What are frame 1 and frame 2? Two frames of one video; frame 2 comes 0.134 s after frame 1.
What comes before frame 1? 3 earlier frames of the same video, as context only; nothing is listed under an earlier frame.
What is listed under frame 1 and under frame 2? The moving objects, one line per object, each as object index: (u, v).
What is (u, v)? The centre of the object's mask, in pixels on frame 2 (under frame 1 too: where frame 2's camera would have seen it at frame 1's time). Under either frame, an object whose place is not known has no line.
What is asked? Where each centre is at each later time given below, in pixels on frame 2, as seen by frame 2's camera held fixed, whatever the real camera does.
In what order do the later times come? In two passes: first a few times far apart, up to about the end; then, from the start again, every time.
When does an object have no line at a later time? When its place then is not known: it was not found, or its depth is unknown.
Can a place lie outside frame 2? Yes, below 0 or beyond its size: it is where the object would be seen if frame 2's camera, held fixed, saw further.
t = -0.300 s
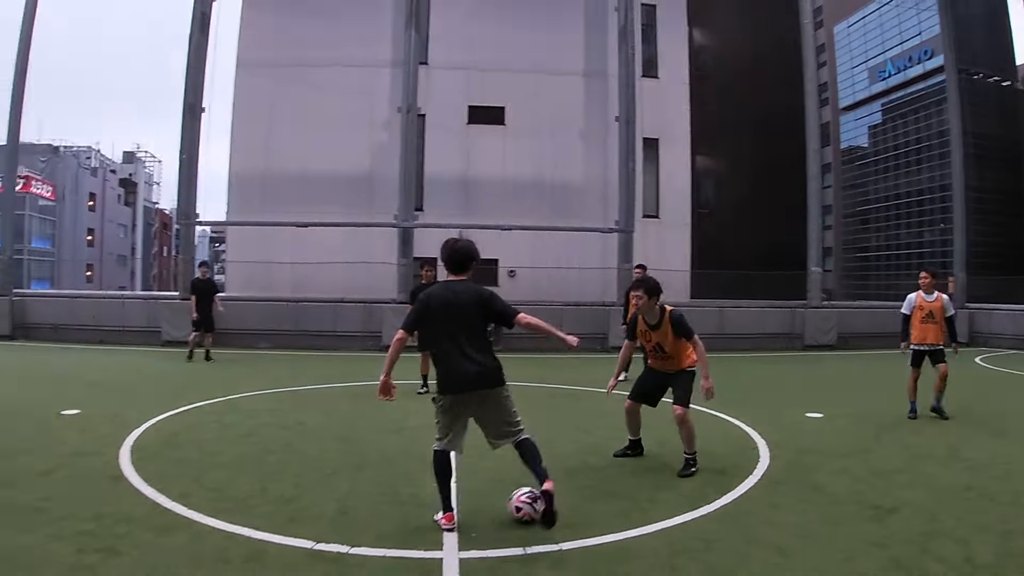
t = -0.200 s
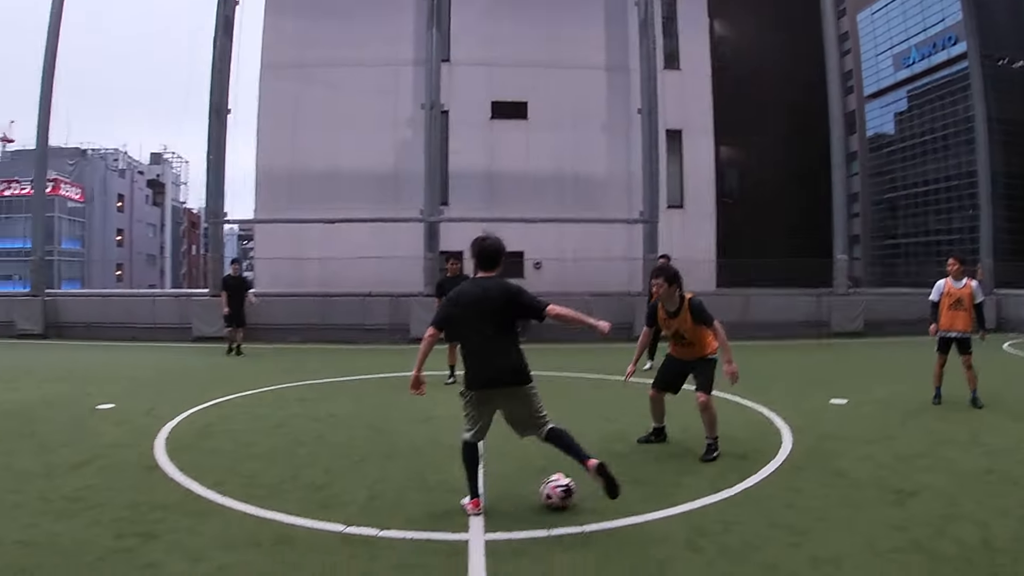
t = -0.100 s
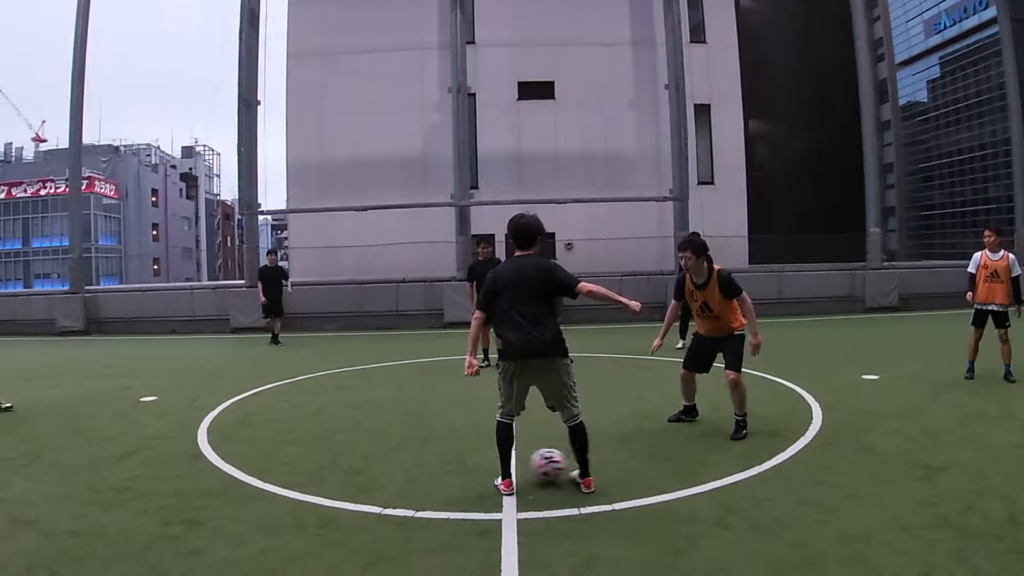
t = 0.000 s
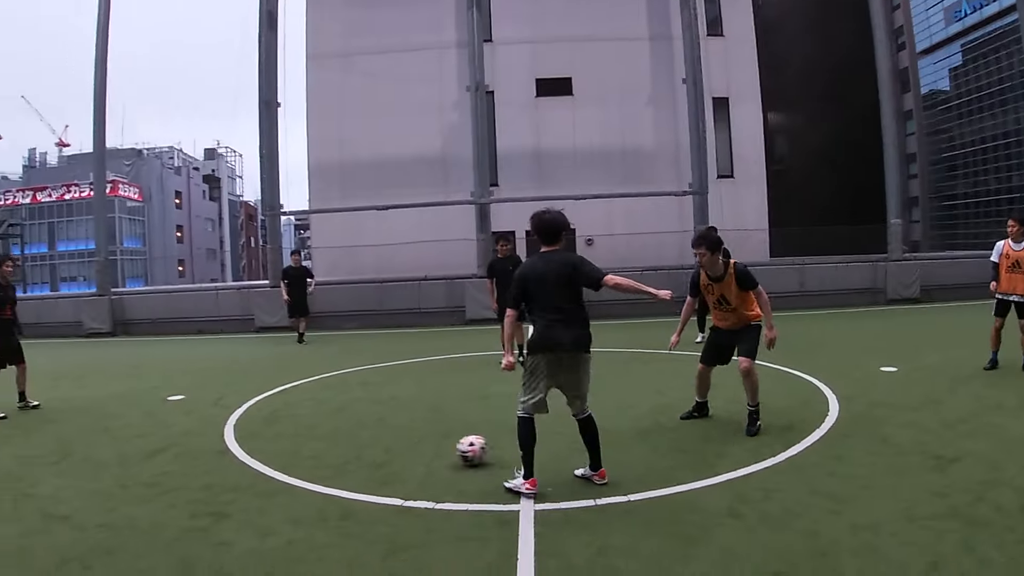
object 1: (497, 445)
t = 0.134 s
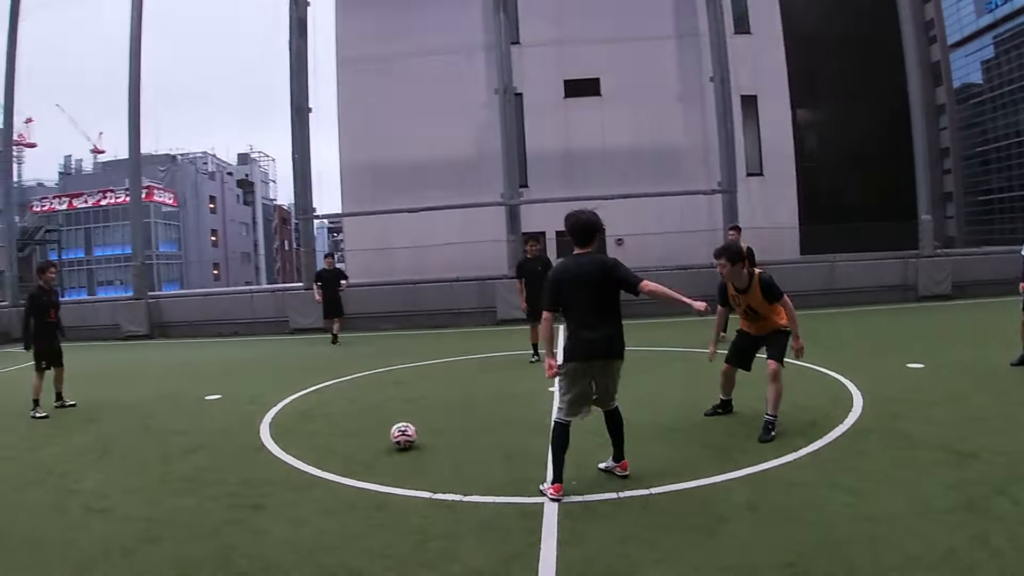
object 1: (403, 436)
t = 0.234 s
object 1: (346, 428)
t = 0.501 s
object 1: (235, 415)
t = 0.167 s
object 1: (384, 433)
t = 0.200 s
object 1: (364, 430)
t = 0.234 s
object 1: (346, 428)
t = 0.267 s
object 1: (330, 426)
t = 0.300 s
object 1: (313, 424)
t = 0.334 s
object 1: (299, 422)
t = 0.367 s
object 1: (284, 420)
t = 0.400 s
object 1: (270, 418)
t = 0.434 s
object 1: (258, 417)
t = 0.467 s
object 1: (246, 416)
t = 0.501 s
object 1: (235, 415)
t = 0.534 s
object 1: (223, 413)
